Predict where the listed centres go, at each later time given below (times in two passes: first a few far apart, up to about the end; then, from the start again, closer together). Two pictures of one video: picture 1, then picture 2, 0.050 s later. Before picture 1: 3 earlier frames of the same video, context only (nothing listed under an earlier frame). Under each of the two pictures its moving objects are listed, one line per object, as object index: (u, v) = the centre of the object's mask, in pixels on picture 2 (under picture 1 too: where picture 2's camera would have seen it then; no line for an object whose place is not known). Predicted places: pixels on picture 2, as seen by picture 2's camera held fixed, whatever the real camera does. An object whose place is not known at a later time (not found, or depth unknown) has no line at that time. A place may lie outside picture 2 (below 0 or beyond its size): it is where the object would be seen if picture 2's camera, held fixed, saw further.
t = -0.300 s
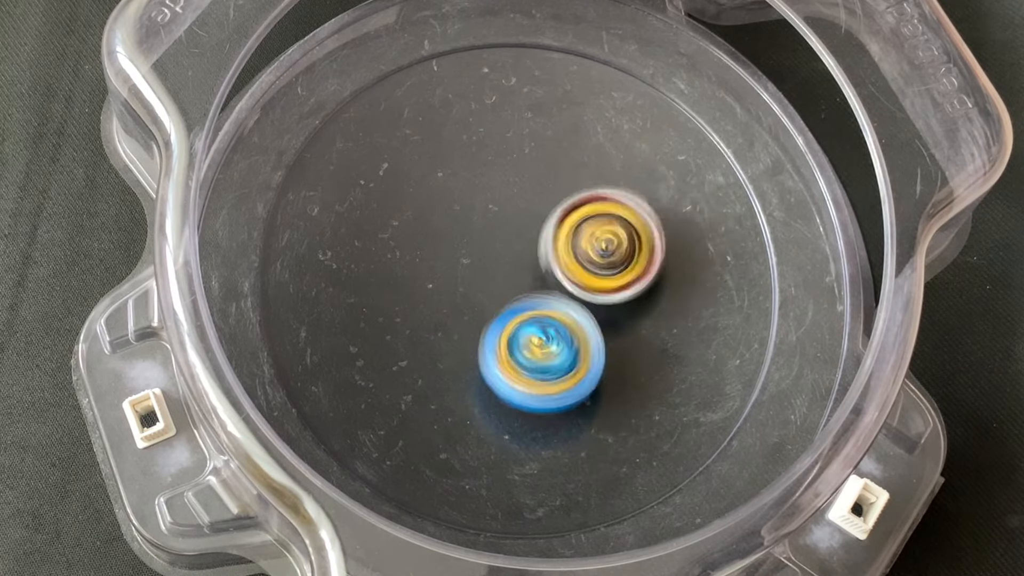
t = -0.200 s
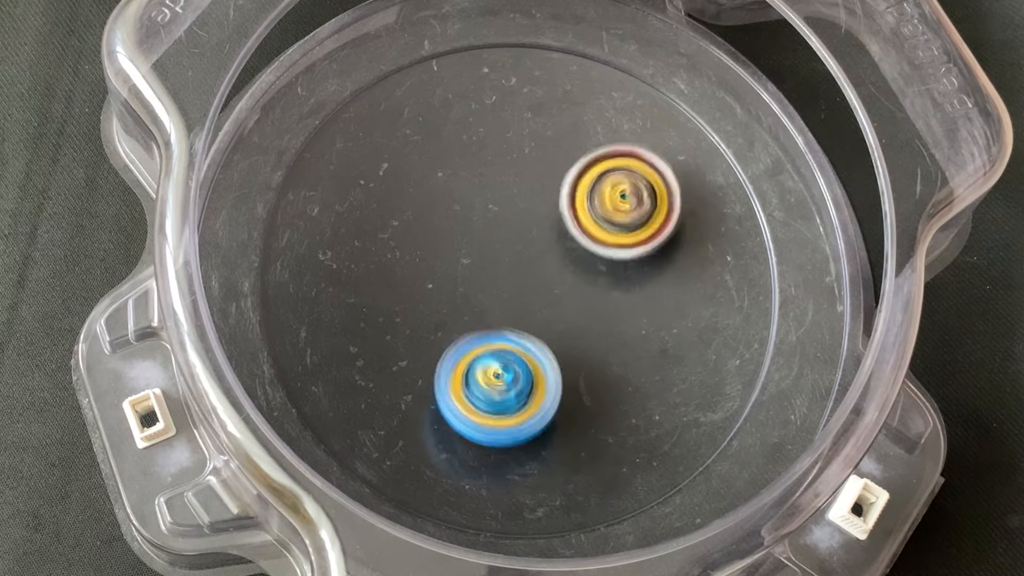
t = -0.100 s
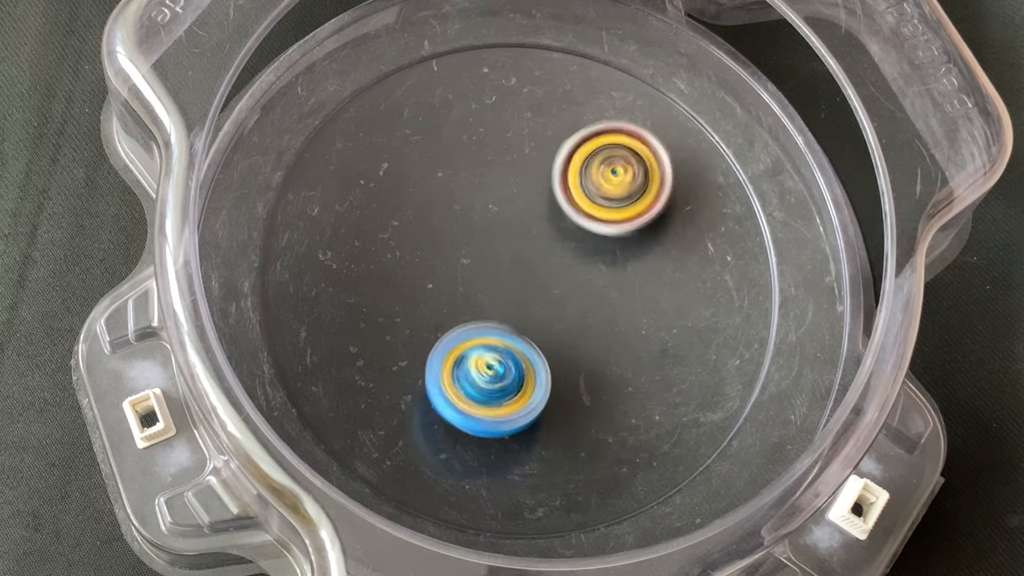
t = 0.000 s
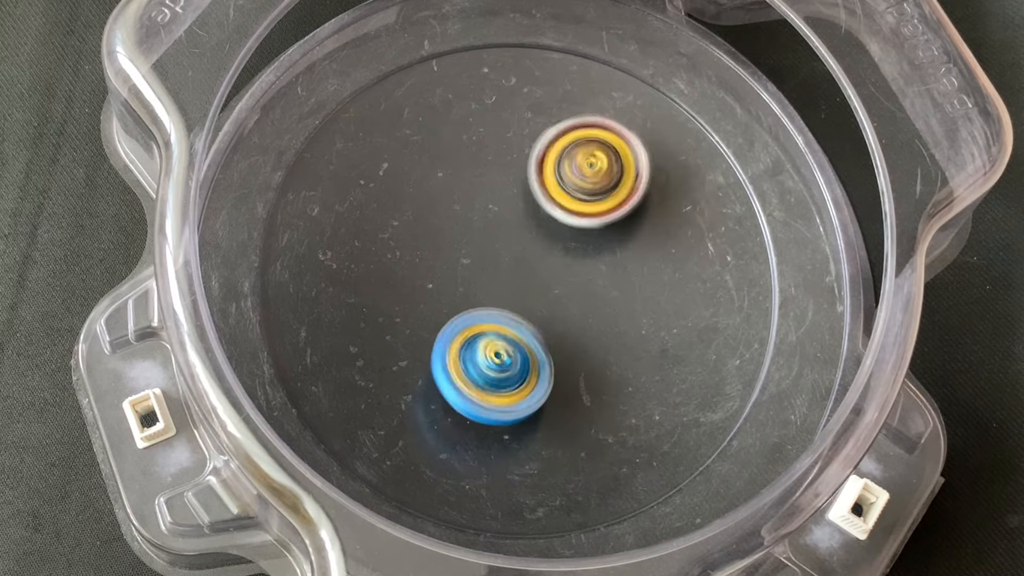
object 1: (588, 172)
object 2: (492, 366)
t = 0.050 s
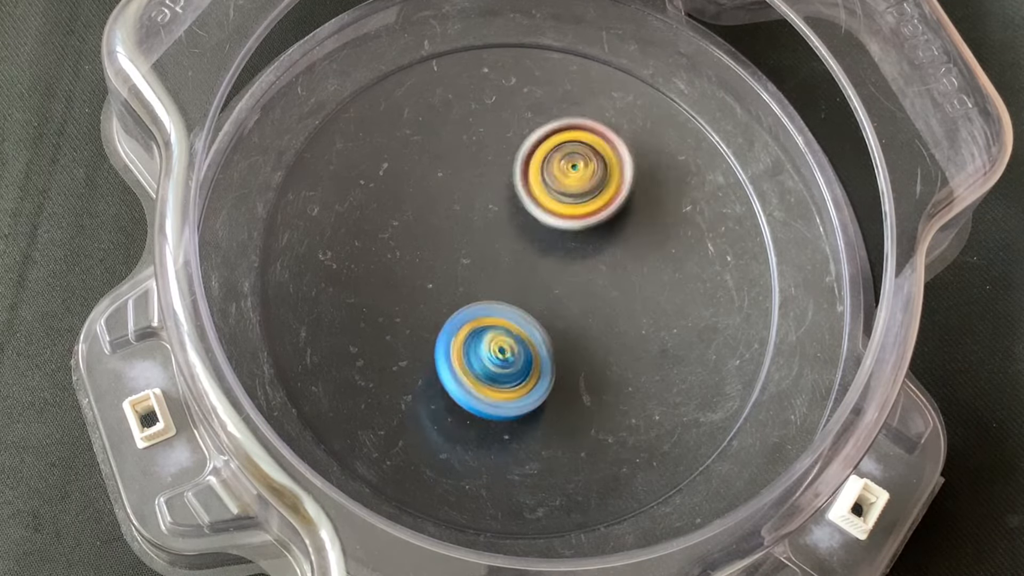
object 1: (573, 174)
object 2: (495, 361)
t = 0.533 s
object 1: (507, 181)
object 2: (487, 351)
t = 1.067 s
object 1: (533, 244)
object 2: (499, 368)
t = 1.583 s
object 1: (569, 236)
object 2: (509, 344)
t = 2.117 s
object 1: (521, 214)
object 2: (529, 332)
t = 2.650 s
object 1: (476, 202)
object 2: (566, 360)
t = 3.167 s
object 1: (448, 194)
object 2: (573, 329)
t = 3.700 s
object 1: (496, 186)
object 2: (581, 352)
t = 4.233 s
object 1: (569, 154)
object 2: (442, 297)
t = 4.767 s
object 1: (571, 289)
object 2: (454, 254)
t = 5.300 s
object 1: (425, 355)
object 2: (520, 210)
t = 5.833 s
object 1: (443, 206)
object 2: (569, 196)
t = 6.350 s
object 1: (442, 229)
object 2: (564, 248)
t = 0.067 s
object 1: (568, 176)
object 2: (495, 358)
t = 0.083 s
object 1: (562, 178)
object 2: (496, 357)
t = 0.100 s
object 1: (557, 182)
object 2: (496, 354)
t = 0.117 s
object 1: (551, 185)
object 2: (495, 351)
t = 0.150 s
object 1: (540, 194)
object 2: (495, 345)
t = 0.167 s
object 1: (535, 197)
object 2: (496, 340)
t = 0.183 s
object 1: (530, 203)
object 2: (495, 337)
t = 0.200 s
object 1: (526, 207)
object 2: (496, 332)
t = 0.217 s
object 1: (523, 212)
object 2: (496, 328)
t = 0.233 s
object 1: (523, 210)
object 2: (494, 331)
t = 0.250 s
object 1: (524, 207)
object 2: (491, 332)
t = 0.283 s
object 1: (523, 203)
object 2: (488, 334)
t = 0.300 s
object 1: (521, 203)
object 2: (487, 333)
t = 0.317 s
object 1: (520, 203)
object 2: (488, 332)
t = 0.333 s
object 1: (519, 205)
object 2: (488, 332)
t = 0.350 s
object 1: (516, 205)
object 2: (490, 332)
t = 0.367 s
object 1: (515, 207)
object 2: (490, 331)
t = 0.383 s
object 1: (512, 208)
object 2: (491, 331)
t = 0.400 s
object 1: (510, 210)
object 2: (492, 330)
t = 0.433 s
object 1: (510, 204)
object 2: (491, 338)
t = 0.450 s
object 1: (510, 198)
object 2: (490, 341)
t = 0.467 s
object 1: (511, 193)
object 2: (488, 347)
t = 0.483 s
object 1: (511, 190)
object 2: (488, 350)
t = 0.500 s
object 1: (510, 186)
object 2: (487, 351)
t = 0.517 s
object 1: (509, 184)
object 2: (487, 351)
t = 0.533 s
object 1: (507, 181)
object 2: (487, 351)
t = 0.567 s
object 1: (504, 178)
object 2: (490, 350)
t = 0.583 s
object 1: (502, 176)
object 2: (491, 351)
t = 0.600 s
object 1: (501, 175)
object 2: (491, 351)
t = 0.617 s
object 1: (499, 175)
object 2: (491, 351)
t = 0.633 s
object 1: (498, 174)
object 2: (492, 351)
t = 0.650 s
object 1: (497, 176)
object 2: (493, 350)
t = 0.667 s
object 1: (495, 177)
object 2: (494, 351)
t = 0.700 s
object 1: (493, 181)
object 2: (495, 351)
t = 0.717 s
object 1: (492, 183)
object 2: (496, 351)
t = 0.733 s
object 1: (491, 186)
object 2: (497, 351)
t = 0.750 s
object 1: (489, 189)
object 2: (497, 350)
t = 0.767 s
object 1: (489, 193)
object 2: (498, 351)
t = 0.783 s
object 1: (488, 197)
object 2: (499, 351)
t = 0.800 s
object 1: (488, 201)
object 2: (499, 350)
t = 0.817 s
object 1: (488, 205)
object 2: (500, 351)
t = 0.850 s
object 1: (490, 214)
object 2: (500, 350)
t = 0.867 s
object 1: (491, 218)
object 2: (501, 351)
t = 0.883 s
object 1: (494, 223)
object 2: (502, 350)
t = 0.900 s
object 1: (495, 228)
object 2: (502, 350)
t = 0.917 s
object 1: (498, 232)
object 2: (503, 351)
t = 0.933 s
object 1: (501, 234)
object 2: (502, 354)
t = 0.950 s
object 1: (504, 234)
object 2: (502, 357)
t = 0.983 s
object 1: (511, 238)
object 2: (501, 361)
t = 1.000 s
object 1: (515, 241)
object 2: (501, 361)
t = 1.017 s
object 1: (518, 243)
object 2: (502, 361)
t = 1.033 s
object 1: (522, 246)
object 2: (502, 362)
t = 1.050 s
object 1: (528, 246)
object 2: (501, 365)
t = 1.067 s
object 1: (533, 244)
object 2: (499, 368)
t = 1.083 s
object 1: (539, 242)
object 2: (498, 370)
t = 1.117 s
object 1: (546, 241)
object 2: (498, 371)
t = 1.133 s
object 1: (551, 240)
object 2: (498, 371)
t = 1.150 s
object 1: (554, 240)
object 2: (498, 371)
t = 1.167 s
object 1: (558, 238)
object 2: (498, 370)
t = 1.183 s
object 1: (561, 237)
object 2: (500, 370)
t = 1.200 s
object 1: (564, 236)
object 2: (501, 369)
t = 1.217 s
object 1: (567, 234)
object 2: (501, 369)
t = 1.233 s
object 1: (569, 234)
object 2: (503, 368)
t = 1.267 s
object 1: (574, 232)
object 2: (504, 366)
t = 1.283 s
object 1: (575, 232)
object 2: (505, 365)
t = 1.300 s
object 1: (577, 230)
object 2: (506, 365)
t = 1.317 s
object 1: (579, 230)
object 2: (506, 365)
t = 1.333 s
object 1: (580, 230)
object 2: (507, 363)
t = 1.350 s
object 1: (581, 229)
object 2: (508, 363)
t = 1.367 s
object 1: (583, 229)
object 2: (509, 363)
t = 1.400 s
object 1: (582, 230)
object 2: (511, 361)
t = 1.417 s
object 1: (581, 230)
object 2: (511, 360)
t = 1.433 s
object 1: (580, 231)
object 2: (511, 360)
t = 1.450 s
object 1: (579, 231)
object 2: (512, 359)
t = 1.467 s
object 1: (578, 232)
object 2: (512, 357)
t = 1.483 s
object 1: (576, 232)
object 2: (512, 356)
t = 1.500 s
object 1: (575, 233)
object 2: (512, 354)
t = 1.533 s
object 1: (571, 235)
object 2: (512, 349)
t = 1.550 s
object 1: (568, 237)
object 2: (513, 346)
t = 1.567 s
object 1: (565, 239)
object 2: (513, 342)
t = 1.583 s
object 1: (569, 236)
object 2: (509, 344)
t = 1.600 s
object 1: (573, 231)
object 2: (503, 349)
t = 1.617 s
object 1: (578, 224)
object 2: (499, 350)
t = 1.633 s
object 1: (580, 220)
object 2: (494, 353)
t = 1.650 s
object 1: (582, 215)
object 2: (491, 354)
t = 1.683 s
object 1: (584, 208)
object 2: (488, 352)
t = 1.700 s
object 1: (585, 203)
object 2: (489, 351)
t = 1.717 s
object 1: (586, 200)
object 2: (489, 349)
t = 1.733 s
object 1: (586, 196)
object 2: (491, 350)
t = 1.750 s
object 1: (585, 193)
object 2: (492, 349)
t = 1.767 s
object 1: (584, 190)
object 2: (493, 350)
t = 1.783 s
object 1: (583, 187)
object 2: (494, 349)
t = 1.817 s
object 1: (580, 182)
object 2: (495, 349)
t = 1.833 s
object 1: (578, 180)
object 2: (495, 349)
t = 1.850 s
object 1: (575, 179)
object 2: (496, 348)
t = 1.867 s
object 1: (573, 178)
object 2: (498, 347)
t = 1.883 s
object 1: (570, 178)
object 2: (499, 347)
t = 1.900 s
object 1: (566, 178)
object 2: (501, 346)
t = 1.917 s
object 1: (563, 178)
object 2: (502, 344)
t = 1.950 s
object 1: (556, 181)
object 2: (506, 342)
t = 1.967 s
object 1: (552, 182)
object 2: (508, 341)
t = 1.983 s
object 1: (548, 184)
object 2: (511, 340)
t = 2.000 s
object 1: (544, 187)
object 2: (513, 339)
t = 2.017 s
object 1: (540, 190)
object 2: (516, 337)
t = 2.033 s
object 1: (537, 193)
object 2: (518, 336)
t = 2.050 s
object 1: (534, 198)
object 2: (521, 335)
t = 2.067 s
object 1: (530, 201)
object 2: (523, 333)
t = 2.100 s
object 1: (524, 210)
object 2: (528, 332)
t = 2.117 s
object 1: (521, 214)
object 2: (529, 332)
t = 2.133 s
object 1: (522, 211)
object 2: (530, 337)
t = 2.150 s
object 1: (519, 204)
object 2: (530, 348)
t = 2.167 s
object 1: (519, 196)
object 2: (533, 357)
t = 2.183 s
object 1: (516, 191)
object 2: (532, 364)
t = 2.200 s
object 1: (516, 185)
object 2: (537, 370)
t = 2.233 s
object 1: (513, 178)
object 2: (543, 379)
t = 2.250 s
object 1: (512, 177)
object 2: (548, 381)
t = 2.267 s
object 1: (510, 175)
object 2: (550, 383)
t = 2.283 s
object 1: (507, 172)
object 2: (556, 385)
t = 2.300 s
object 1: (505, 169)
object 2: (557, 387)
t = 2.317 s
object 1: (503, 167)
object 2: (559, 387)
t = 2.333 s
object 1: (500, 165)
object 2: (560, 387)
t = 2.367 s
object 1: (495, 163)
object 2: (562, 388)
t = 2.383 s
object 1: (493, 161)
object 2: (562, 387)
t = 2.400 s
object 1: (491, 161)
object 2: (562, 386)
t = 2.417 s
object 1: (489, 162)
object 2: (562, 385)
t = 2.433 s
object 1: (487, 163)
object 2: (562, 383)
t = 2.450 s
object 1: (485, 163)
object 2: (562, 381)
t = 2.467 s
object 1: (483, 166)
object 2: (562, 379)
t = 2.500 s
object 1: (481, 169)
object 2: (562, 374)
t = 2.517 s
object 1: (480, 172)
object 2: (564, 372)
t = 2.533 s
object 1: (478, 175)
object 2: (563, 370)
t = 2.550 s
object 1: (478, 177)
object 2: (564, 369)
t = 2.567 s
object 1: (478, 181)
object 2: (564, 367)
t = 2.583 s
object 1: (477, 185)
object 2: (564, 366)
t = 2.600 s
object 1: (476, 188)
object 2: (564, 364)
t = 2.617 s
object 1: (477, 193)
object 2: (565, 363)
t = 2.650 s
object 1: (476, 202)
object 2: (566, 360)
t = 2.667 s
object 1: (477, 206)
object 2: (566, 359)
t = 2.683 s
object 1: (478, 211)
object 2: (566, 358)
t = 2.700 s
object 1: (479, 215)
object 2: (567, 356)
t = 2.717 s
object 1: (480, 219)
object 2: (566, 355)
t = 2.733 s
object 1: (481, 224)
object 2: (565, 353)
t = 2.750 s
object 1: (482, 228)
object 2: (564, 350)
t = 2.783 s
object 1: (484, 237)
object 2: (561, 345)
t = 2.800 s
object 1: (486, 240)
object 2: (560, 341)
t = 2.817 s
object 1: (486, 240)
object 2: (561, 340)
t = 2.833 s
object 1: (485, 239)
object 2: (561, 341)
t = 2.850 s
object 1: (484, 237)
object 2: (561, 338)
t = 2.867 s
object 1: (484, 237)
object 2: (561, 335)
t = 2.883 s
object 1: (482, 231)
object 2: (563, 336)
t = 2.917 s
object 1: (476, 220)
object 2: (566, 340)
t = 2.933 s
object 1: (474, 216)
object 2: (567, 341)
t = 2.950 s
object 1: (472, 212)
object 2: (567, 341)
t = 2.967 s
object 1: (470, 209)
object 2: (567, 341)
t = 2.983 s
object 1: (469, 207)
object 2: (567, 339)
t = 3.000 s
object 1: (467, 206)
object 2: (568, 338)
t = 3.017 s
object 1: (464, 204)
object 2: (569, 337)
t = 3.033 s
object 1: (462, 202)
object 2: (569, 337)
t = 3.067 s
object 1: (458, 198)
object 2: (570, 334)
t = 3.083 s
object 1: (456, 196)
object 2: (571, 333)
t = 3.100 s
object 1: (454, 196)
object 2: (571, 333)
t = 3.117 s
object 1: (452, 194)
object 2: (572, 332)
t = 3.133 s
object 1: (451, 193)
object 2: (572, 330)
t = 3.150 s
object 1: (450, 194)
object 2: (573, 330)
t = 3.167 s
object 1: (448, 194)
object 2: (573, 329)
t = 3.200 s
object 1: (450, 195)
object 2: (574, 329)
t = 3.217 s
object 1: (450, 198)
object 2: (574, 328)
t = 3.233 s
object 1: (450, 199)
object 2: (573, 327)
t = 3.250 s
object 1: (452, 201)
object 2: (574, 327)
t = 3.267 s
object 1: (453, 204)
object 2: (573, 327)
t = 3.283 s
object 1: (454, 207)
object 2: (574, 326)
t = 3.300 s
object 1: (456, 208)
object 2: (573, 325)
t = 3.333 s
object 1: (460, 214)
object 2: (573, 325)
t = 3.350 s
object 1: (462, 216)
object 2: (573, 324)
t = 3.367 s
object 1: (465, 217)
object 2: (573, 323)
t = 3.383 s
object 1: (468, 220)
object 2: (574, 323)
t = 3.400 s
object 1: (471, 223)
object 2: (574, 322)
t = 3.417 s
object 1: (474, 225)
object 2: (573, 322)
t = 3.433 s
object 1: (477, 227)
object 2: (574, 321)
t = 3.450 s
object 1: (480, 230)
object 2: (573, 320)
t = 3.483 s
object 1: (486, 234)
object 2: (574, 320)
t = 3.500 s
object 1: (488, 234)
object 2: (575, 320)
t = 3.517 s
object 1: (490, 234)
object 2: (577, 323)
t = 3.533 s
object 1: (492, 232)
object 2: (578, 325)
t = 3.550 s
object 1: (493, 231)
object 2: (578, 328)
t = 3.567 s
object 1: (494, 230)
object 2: (577, 328)
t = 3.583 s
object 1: (496, 230)
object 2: (576, 328)
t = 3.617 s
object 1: (499, 230)
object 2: (575, 326)
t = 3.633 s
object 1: (499, 219)
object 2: (576, 331)
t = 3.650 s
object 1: (498, 210)
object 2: (581, 339)
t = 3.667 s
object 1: (496, 201)
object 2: (581, 345)
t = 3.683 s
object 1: (495, 192)
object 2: (582, 349)
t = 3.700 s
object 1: (496, 186)
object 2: (581, 352)
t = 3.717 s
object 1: (495, 182)
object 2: (579, 353)
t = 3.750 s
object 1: (496, 176)
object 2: (575, 354)
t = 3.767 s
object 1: (496, 175)
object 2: (574, 356)
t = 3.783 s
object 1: (495, 174)
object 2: (570, 356)
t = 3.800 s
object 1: (494, 172)
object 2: (568, 355)
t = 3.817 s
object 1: (494, 169)
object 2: (565, 355)
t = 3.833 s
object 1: (495, 166)
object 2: (562, 354)
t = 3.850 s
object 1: (496, 165)
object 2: (559, 355)
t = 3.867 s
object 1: (495, 164)
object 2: (554, 354)
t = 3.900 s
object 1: (499, 158)
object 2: (547, 351)
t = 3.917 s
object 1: (500, 157)
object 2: (542, 349)
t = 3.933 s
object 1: (501, 157)
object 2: (537, 347)
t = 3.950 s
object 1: (502, 155)
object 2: (532, 344)
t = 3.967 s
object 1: (505, 154)
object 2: (527, 341)
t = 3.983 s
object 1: (507, 155)
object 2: (523, 337)
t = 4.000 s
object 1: (509, 156)
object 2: (518, 333)
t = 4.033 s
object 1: (513, 158)
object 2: (511, 325)
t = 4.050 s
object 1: (515, 160)
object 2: (508, 321)
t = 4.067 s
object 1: (516, 162)
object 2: (504, 316)
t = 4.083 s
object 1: (517, 164)
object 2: (500, 311)
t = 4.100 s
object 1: (519, 166)
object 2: (497, 306)
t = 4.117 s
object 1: (521, 170)
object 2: (494, 300)
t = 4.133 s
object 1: (521, 173)
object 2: (492, 296)
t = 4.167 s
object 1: (524, 178)
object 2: (489, 286)
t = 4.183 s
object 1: (527, 180)
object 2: (486, 282)
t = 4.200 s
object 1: (540, 172)
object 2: (471, 285)
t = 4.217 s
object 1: (556, 164)
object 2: (455, 292)
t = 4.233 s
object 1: (569, 154)
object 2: (442, 297)
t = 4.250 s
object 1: (583, 149)
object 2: (428, 300)
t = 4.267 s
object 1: (593, 146)
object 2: (415, 302)
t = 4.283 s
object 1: (601, 142)
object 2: (405, 305)
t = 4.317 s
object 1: (613, 141)
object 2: (387, 308)
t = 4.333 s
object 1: (616, 144)
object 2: (381, 305)
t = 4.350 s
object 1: (618, 144)
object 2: (378, 304)
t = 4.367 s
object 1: (621, 144)
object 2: (375, 303)
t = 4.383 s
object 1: (624, 145)
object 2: (373, 301)
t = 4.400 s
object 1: (626, 148)
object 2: (372, 299)
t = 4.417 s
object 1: (627, 150)
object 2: (372, 298)
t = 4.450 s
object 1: (626, 155)
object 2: (373, 298)
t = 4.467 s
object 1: (627, 159)
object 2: (374, 296)
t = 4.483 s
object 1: (626, 162)
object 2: (376, 294)
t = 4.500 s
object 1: (624, 167)
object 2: (379, 293)
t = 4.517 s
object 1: (622, 170)
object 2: (381, 294)
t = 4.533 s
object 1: (625, 175)
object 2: (383, 292)
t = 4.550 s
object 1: (624, 183)
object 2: (386, 290)
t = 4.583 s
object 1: (620, 196)
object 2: (393, 287)
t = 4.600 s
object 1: (618, 203)
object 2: (397, 286)
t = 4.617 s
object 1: (617, 212)
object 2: (400, 283)
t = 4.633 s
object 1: (612, 221)
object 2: (405, 279)
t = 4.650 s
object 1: (608, 229)
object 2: (412, 276)
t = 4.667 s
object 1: (604, 238)
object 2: (418, 274)
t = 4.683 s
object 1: (599, 246)
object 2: (423, 271)
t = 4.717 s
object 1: (589, 263)
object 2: (435, 264)
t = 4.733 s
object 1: (581, 273)
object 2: (442, 261)
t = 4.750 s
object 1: (576, 281)
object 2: (448, 257)
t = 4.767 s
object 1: (571, 289)
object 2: (454, 254)
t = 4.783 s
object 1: (565, 297)
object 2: (459, 251)
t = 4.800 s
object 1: (563, 307)
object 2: (463, 243)
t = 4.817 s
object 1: (557, 318)
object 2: (466, 236)
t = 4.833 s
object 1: (552, 325)
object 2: (468, 228)
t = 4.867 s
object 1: (546, 339)
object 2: (475, 217)
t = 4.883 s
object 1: (541, 346)
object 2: (480, 214)
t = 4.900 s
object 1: (535, 354)
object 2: (485, 213)
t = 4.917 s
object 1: (529, 360)
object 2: (490, 212)
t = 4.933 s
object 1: (523, 366)
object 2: (495, 211)
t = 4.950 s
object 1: (518, 372)
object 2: (499, 211)
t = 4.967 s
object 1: (511, 377)
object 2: (502, 210)
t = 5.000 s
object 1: (498, 386)
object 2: (506, 210)
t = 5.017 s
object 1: (494, 388)
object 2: (507, 210)
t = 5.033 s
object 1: (488, 391)
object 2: (509, 210)
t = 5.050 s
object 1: (482, 394)
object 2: (510, 210)
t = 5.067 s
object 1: (477, 394)
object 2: (511, 210)
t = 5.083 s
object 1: (471, 395)
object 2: (512, 210)
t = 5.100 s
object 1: (468, 396)
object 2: (514, 209)
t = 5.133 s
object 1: (455, 395)
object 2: (517, 209)
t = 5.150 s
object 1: (450, 393)
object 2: (520, 208)
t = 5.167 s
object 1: (447, 391)
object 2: (521, 208)
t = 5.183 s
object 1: (445, 388)
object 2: (521, 208)
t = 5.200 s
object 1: (442, 385)
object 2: (521, 208)
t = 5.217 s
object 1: (437, 381)
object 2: (520, 210)
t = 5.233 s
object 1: (432, 377)
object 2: (520, 210)
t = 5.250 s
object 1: (431, 373)
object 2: (520, 210)
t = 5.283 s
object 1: (428, 362)
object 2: (520, 210)
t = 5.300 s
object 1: (425, 355)
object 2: (520, 210)
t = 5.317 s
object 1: (422, 347)
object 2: (520, 210)
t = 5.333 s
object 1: (421, 340)
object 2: (520, 210)
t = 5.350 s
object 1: (421, 334)
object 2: (520, 210)
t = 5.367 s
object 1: (423, 325)
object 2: (520, 210)
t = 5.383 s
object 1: (424, 319)
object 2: (520, 210)
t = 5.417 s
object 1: (427, 304)
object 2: (520, 210)
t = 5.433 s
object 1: (429, 295)
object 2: (520, 210)
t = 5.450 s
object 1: (432, 286)
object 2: (520, 210)
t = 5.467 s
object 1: (435, 280)
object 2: (521, 210)
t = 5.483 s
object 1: (437, 273)
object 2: (525, 207)
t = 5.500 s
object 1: (437, 267)
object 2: (531, 203)
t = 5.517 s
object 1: (439, 259)
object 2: (535, 200)
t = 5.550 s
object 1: (446, 246)
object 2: (538, 195)
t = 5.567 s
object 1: (446, 242)
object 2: (539, 193)
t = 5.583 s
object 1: (444, 236)
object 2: (541, 191)
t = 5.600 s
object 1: (442, 231)
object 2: (546, 188)
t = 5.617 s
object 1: (443, 228)
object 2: (549, 188)
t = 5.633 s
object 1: (443, 227)
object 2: (551, 188)
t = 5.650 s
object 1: (445, 226)
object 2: (552, 189)
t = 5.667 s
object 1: (446, 226)
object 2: (552, 189)
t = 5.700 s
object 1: (446, 224)
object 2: (553, 189)
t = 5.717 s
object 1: (444, 220)
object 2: (554, 188)
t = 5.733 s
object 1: (445, 215)
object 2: (554, 188)
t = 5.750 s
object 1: (445, 212)
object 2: (555, 188)
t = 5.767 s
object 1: (442, 209)
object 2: (559, 188)
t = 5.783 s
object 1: (441, 207)
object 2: (563, 189)
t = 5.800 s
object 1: (442, 206)
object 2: (565, 191)
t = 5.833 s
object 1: (443, 206)
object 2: (569, 196)
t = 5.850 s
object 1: (447, 207)
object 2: (570, 200)
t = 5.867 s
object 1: (448, 210)
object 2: (571, 203)
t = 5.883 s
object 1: (450, 212)
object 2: (572, 207)
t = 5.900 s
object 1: (451, 215)
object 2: (573, 212)
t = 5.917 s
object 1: (450, 220)
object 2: (573, 216)
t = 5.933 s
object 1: (448, 223)
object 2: (572, 219)
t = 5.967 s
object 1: (446, 224)
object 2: (568, 223)
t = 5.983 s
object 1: (447, 222)
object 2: (565, 225)
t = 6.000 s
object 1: (451, 220)
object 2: (562, 228)
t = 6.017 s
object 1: (450, 219)
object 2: (560, 231)
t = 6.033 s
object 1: (446, 216)
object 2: (561, 235)
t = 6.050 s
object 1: (444, 215)
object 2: (562, 238)
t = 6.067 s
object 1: (445, 215)
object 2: (563, 241)
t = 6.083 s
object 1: (445, 216)
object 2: (563, 242)
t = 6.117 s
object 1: (444, 216)
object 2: (565, 245)
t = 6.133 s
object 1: (441, 216)
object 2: (565, 247)
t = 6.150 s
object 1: (439, 216)
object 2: (564, 248)
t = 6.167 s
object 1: (439, 216)
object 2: (563, 248)
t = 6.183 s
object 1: (438, 217)
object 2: (563, 248)
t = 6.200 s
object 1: (438, 217)
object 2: (563, 248)
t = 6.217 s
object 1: (439, 217)
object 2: (564, 248)
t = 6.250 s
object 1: (441, 222)
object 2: (564, 248)
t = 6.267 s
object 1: (443, 225)
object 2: (564, 248)
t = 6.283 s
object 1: (443, 226)
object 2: (564, 248)
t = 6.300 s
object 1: (442, 229)
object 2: (564, 248)
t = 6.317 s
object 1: (443, 229)
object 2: (564, 248)
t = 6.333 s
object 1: (442, 229)
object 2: (564, 248)
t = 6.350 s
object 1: (442, 229)
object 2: (564, 248)
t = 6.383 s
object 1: (447, 230)
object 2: (564, 248)
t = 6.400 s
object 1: (450, 231)
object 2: (564, 248)
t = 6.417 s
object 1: (452, 232)
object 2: (565, 248)
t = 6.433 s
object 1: (452, 232)
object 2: (566, 249)
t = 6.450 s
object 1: (451, 231)
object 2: (567, 249)
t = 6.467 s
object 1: (453, 232)
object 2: (566, 249)
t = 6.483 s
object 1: (452, 233)
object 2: (566, 249)
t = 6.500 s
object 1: (448, 233)
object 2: (569, 250)
